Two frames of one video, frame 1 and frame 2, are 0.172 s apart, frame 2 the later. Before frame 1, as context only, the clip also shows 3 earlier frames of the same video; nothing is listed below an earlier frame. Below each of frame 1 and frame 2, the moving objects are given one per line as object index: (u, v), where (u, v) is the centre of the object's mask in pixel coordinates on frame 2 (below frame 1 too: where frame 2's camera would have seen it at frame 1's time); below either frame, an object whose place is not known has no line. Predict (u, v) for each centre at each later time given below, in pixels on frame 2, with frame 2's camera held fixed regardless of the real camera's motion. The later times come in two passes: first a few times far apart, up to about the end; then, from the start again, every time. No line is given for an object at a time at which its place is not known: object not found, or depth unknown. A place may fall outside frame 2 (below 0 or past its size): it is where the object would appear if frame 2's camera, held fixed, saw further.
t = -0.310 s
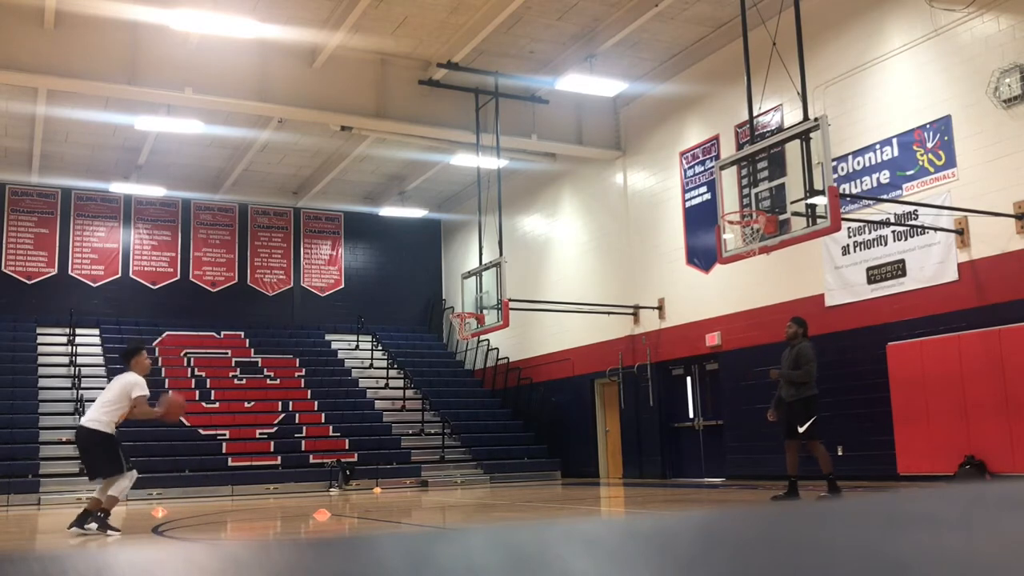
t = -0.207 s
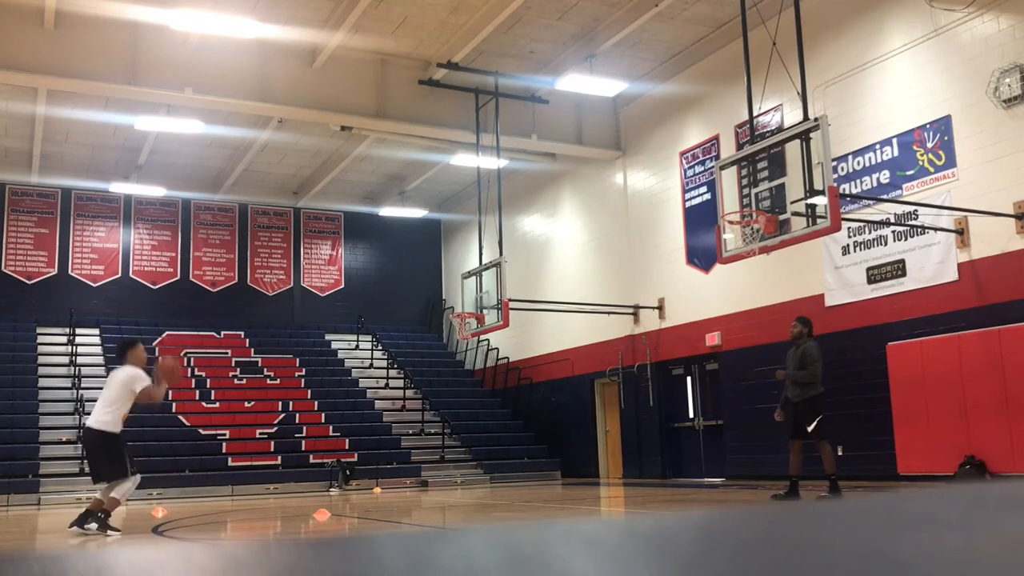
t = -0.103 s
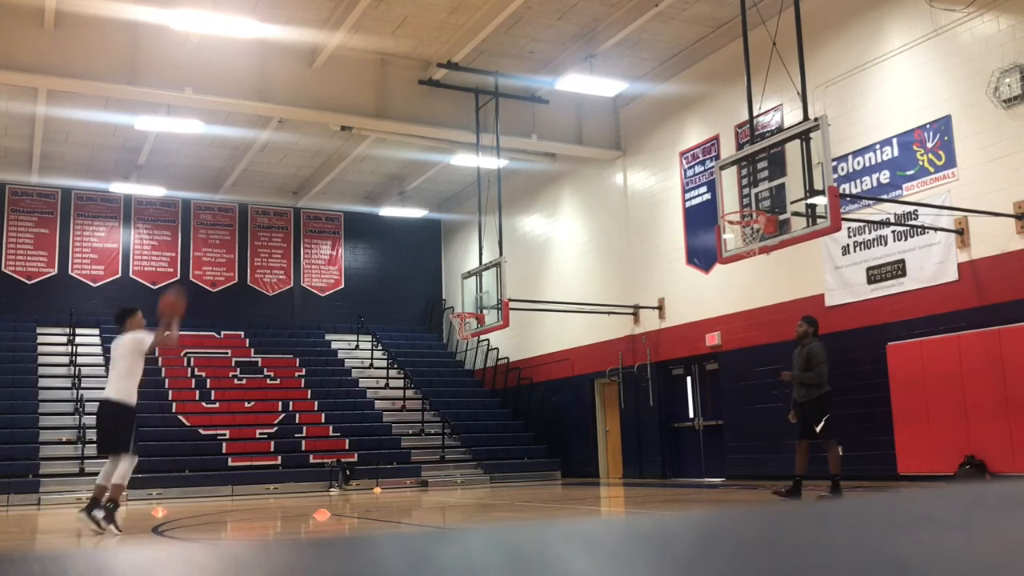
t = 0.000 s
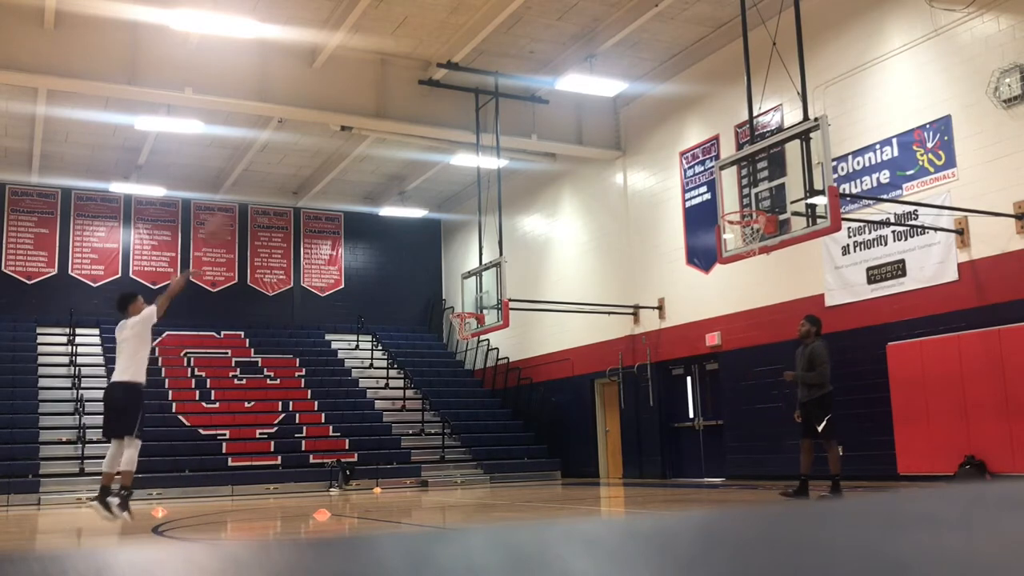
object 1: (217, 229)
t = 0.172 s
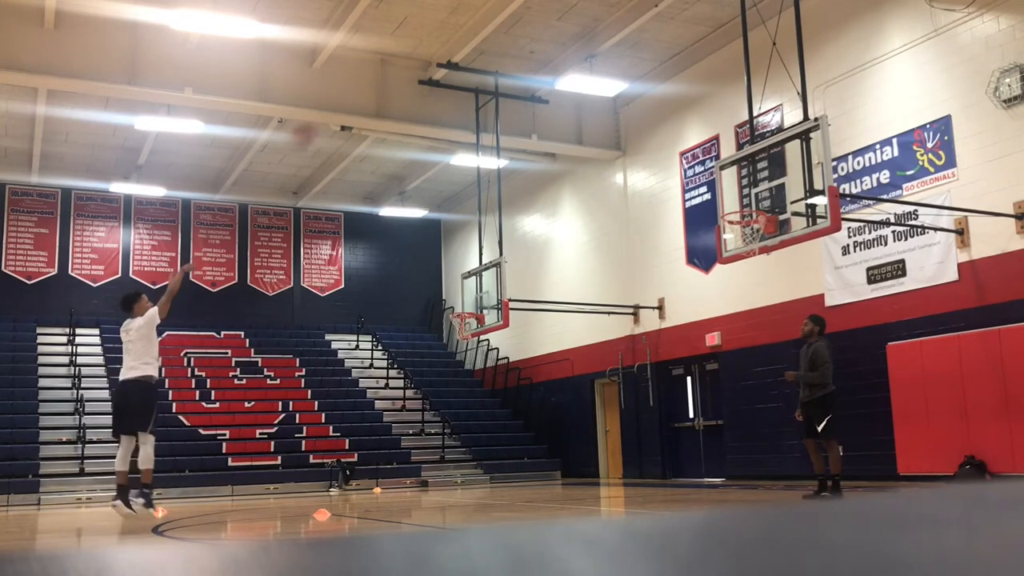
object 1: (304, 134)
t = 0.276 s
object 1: (350, 94)
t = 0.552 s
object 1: (464, 37)
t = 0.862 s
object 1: (579, 53)
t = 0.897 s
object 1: (591, 59)
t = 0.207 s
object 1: (319, 119)
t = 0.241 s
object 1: (333, 106)
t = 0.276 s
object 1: (350, 94)
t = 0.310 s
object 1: (364, 83)
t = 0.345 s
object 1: (379, 72)
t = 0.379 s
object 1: (395, 63)
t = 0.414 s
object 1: (408, 56)
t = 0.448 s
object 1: (422, 49)
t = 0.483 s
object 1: (437, 44)
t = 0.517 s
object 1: (451, 40)
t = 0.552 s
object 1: (464, 37)
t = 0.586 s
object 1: (478, 35)
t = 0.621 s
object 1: (491, 34)
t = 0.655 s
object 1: (504, 34)
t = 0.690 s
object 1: (516, 35)
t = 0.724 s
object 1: (529, 36)
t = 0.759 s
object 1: (542, 38)
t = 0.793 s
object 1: (554, 42)
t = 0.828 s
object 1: (567, 47)
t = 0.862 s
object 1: (579, 53)
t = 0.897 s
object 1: (591, 59)
